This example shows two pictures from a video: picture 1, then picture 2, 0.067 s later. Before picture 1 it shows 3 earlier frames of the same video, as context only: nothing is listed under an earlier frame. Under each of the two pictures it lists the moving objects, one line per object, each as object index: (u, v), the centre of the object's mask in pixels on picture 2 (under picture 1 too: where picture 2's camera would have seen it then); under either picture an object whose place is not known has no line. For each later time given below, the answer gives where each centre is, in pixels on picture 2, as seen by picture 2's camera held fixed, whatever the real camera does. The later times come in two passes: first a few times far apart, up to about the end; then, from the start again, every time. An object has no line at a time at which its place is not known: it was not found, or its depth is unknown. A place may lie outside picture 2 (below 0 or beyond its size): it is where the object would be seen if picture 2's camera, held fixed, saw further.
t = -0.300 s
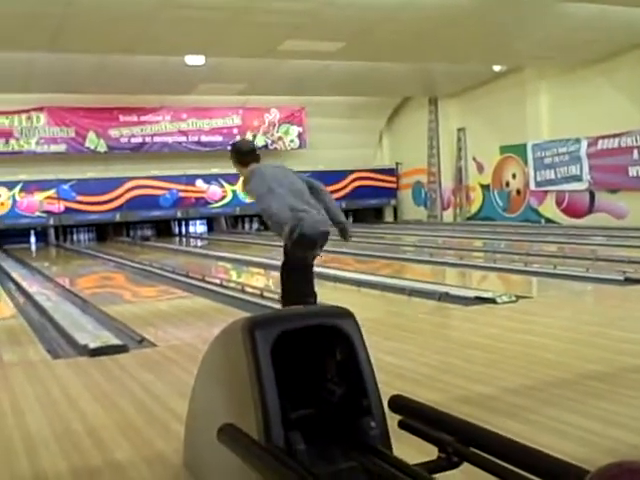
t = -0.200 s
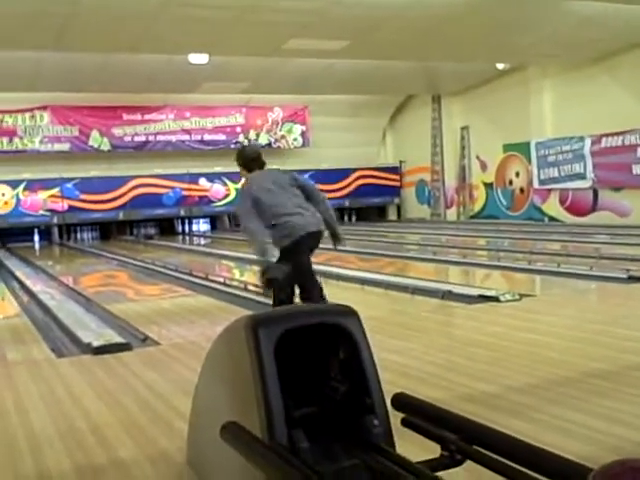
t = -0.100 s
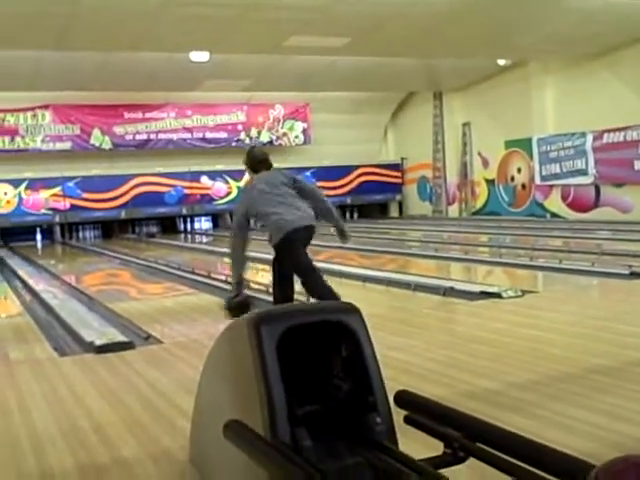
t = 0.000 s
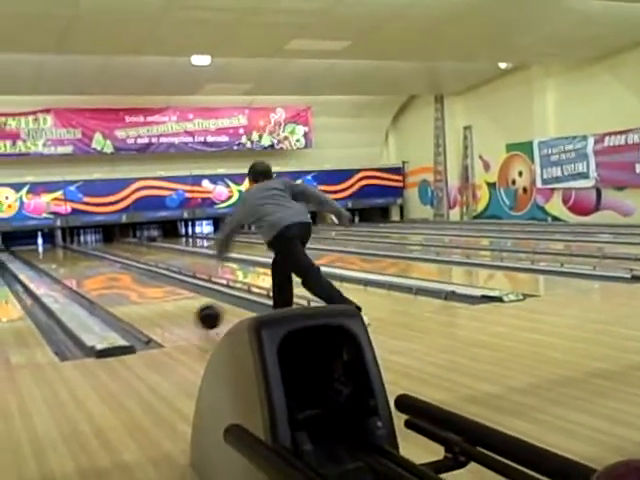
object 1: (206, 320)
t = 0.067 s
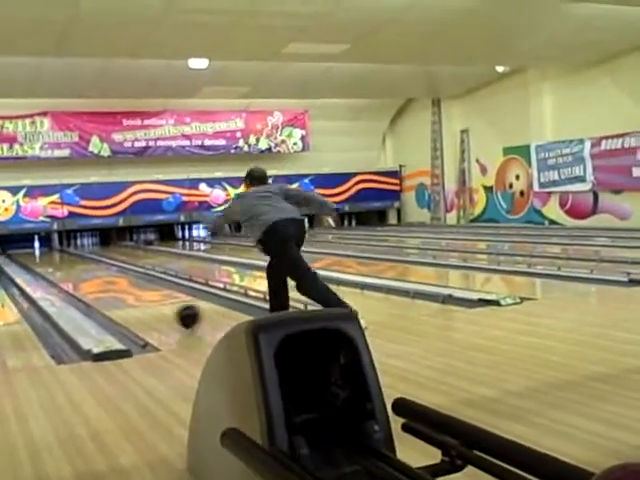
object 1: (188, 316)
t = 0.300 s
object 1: (142, 300)
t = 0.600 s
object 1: (103, 285)
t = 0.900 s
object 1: (75, 276)
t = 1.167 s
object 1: (59, 269)
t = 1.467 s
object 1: (45, 262)
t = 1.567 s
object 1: (42, 259)
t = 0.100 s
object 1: (180, 313)
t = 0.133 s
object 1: (172, 312)
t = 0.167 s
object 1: (166, 309)
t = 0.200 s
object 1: (160, 306)
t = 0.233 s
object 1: (153, 304)
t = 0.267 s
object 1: (147, 301)
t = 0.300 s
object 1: (142, 300)
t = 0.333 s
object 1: (136, 297)
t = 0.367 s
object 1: (131, 296)
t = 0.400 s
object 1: (126, 294)
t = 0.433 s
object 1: (122, 292)
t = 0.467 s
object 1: (117, 290)
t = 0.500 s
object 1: (113, 289)
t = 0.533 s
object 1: (110, 288)
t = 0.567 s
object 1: (107, 286)
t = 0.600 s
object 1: (103, 285)
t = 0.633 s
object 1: (99, 284)
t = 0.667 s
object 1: (96, 283)
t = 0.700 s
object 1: (92, 282)
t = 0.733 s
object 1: (89, 280)
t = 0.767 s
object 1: (86, 279)
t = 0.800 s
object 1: (84, 278)
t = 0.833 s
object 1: (81, 278)
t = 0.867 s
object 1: (78, 277)
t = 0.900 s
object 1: (75, 276)
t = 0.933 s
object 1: (73, 274)
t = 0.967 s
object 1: (71, 273)
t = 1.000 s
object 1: (69, 272)
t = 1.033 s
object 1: (67, 272)
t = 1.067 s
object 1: (65, 271)
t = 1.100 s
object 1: (63, 270)
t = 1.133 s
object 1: (61, 270)
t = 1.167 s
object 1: (59, 269)
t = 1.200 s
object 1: (57, 268)
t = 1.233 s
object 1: (56, 267)
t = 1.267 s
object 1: (54, 267)
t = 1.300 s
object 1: (53, 266)
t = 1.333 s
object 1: (51, 265)
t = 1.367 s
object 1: (50, 265)
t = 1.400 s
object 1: (48, 264)
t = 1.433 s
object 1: (46, 264)
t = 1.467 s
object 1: (45, 262)
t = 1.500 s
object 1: (44, 262)
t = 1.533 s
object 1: (43, 261)
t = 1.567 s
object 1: (42, 259)
